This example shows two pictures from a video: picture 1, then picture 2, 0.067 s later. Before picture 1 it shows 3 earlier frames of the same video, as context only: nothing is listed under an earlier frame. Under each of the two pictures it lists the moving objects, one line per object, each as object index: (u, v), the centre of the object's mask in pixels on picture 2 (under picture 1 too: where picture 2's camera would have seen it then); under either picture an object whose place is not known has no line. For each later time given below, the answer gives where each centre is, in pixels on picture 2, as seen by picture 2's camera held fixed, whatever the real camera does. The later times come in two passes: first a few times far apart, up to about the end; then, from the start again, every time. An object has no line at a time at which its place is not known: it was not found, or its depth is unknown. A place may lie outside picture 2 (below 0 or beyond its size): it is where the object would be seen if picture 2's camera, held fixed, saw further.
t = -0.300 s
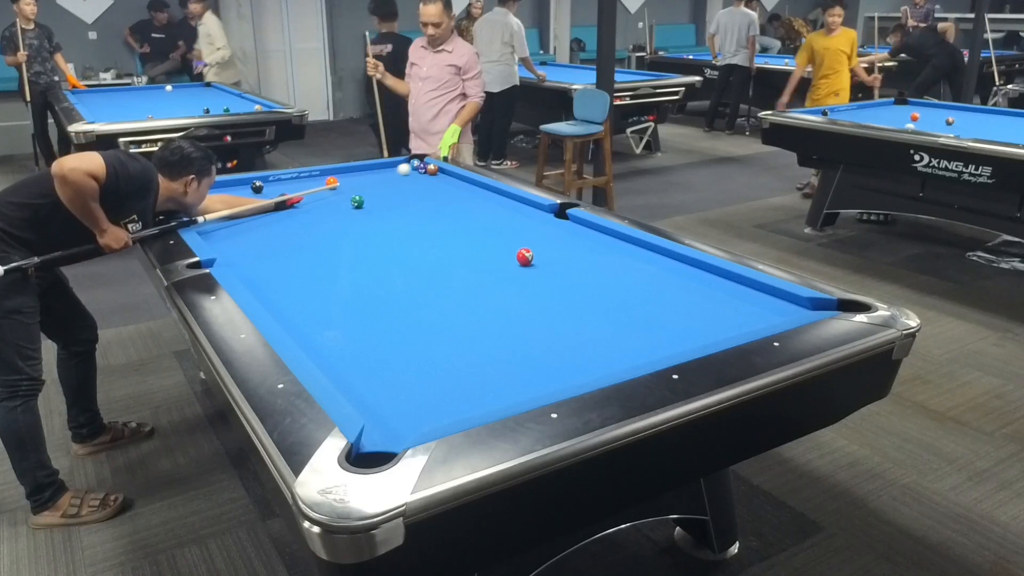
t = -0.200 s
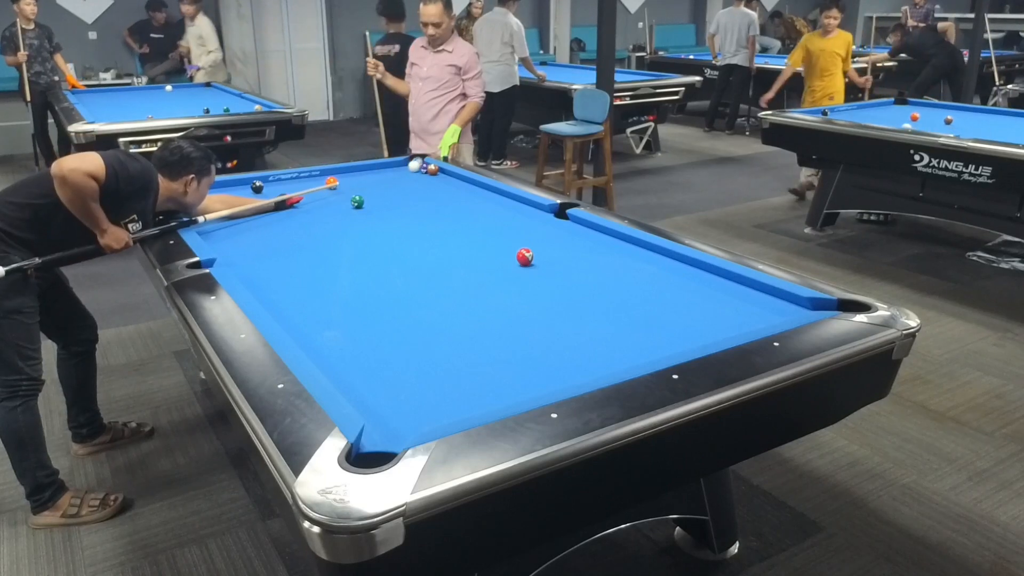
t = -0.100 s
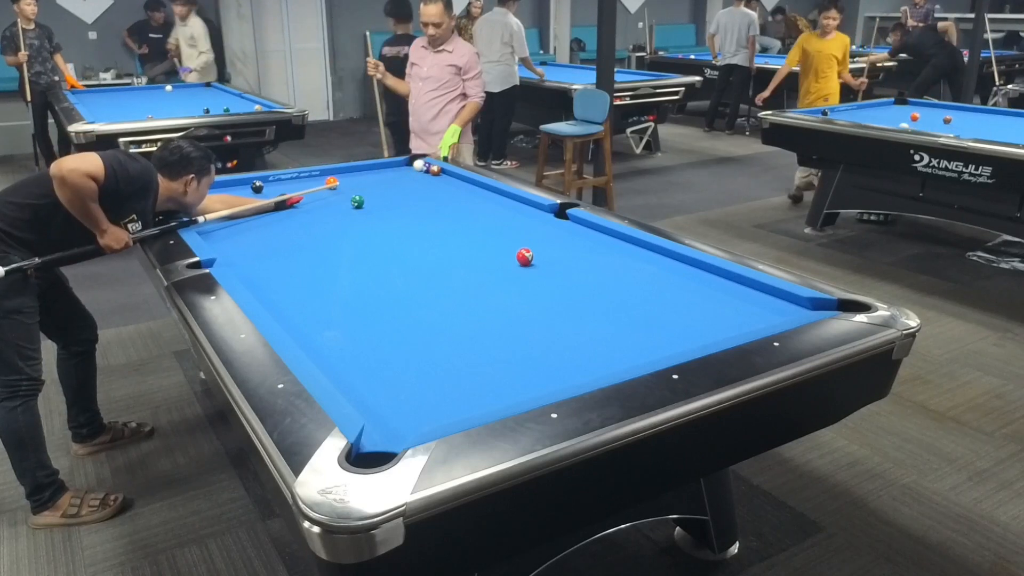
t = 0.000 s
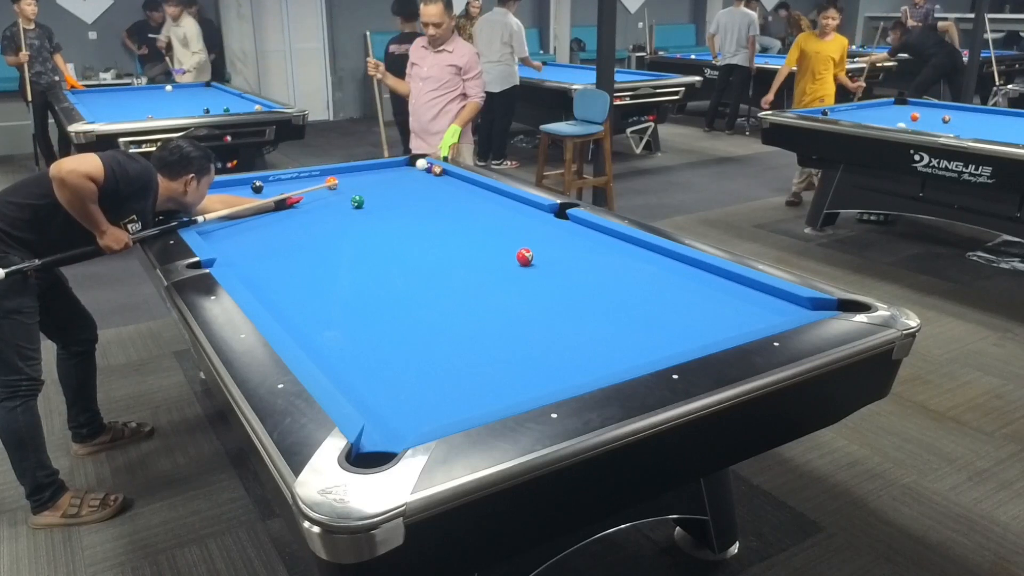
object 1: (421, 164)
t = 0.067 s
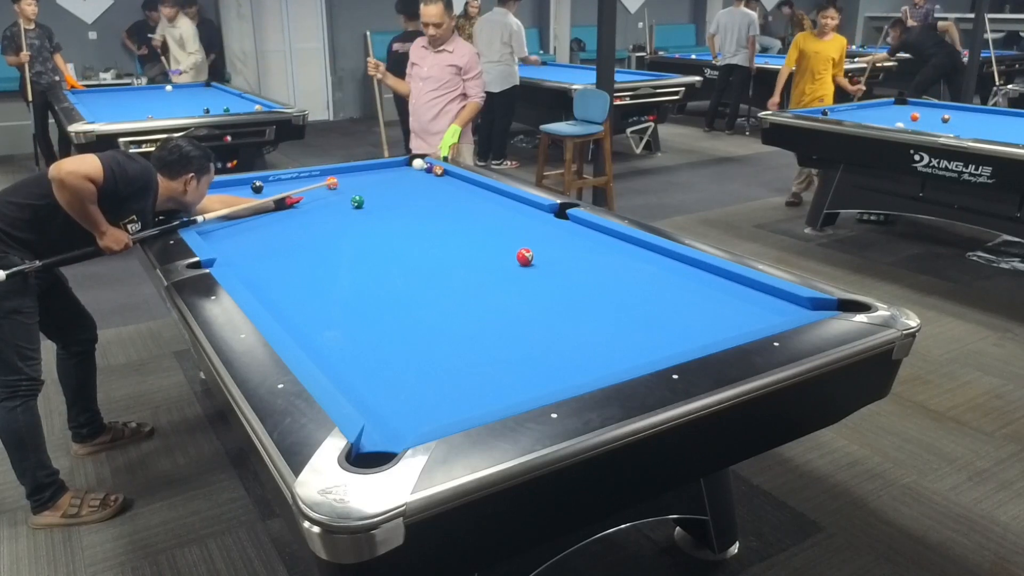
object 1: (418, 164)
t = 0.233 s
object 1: (410, 163)
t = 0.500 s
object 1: (399, 163)
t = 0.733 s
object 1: (395, 164)
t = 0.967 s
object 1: (393, 166)
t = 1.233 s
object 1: (390, 167)
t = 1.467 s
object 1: (388, 168)
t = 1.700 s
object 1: (386, 169)
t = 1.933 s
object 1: (384, 170)
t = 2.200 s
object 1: (384, 170)
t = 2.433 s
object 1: (383, 170)
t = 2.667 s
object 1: (384, 170)
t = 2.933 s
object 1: (384, 170)
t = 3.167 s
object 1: (384, 170)
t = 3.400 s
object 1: (384, 170)
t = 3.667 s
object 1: (384, 170)
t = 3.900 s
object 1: (384, 170)
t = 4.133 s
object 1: (384, 170)
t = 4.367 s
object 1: (384, 170)
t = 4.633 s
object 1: (384, 170)
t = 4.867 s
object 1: (384, 170)
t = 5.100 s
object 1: (384, 170)
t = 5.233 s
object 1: (383, 170)
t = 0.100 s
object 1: (416, 164)
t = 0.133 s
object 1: (414, 164)
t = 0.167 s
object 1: (413, 164)
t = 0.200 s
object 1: (411, 163)
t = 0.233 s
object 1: (410, 163)
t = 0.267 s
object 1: (408, 163)
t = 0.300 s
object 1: (406, 163)
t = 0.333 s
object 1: (405, 163)
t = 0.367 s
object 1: (403, 163)
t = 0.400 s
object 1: (402, 163)
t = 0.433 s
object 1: (400, 163)
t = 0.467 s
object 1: (399, 163)
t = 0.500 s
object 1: (399, 163)
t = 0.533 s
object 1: (398, 163)
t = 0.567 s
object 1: (398, 164)
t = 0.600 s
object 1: (397, 164)
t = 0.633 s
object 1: (397, 164)
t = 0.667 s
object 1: (396, 164)
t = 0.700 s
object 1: (396, 164)
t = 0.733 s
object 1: (395, 164)
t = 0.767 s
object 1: (395, 165)
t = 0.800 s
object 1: (395, 165)
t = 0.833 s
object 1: (394, 165)
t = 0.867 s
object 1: (394, 165)
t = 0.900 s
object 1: (393, 166)
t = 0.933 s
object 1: (393, 166)
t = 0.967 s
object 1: (393, 166)
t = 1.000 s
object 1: (392, 166)
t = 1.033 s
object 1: (392, 166)
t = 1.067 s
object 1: (392, 166)
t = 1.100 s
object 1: (391, 167)
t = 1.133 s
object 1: (391, 167)
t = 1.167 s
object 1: (390, 167)
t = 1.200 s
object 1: (390, 167)
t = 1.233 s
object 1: (390, 167)
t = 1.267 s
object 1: (389, 168)
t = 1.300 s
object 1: (389, 168)
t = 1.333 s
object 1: (389, 168)
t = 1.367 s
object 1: (388, 168)
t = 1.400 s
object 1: (388, 168)
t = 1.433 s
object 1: (388, 168)
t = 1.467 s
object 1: (388, 168)
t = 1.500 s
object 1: (387, 169)
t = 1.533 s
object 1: (387, 169)
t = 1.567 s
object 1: (387, 169)
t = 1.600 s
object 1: (386, 169)
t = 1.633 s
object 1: (386, 169)
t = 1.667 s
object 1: (386, 169)
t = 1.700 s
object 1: (386, 169)
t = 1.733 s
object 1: (385, 169)
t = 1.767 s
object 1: (385, 169)
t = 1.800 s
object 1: (385, 169)
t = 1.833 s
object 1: (385, 169)
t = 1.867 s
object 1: (385, 170)
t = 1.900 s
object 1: (384, 170)
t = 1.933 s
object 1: (384, 170)
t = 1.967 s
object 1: (384, 169)
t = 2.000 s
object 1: (384, 170)
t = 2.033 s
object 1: (384, 170)
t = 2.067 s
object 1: (384, 170)
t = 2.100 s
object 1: (384, 170)
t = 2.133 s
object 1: (384, 170)
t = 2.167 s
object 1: (384, 170)
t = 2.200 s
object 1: (384, 170)
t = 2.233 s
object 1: (384, 170)
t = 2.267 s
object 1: (384, 170)
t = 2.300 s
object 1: (383, 170)
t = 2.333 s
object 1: (383, 170)
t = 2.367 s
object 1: (383, 170)
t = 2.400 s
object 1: (383, 170)
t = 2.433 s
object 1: (383, 170)
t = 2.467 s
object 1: (383, 171)
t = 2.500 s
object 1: (383, 170)
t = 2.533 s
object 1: (383, 170)
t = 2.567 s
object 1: (383, 170)
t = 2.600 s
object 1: (384, 170)
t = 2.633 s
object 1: (384, 170)
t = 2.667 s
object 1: (384, 170)
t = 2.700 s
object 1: (384, 170)
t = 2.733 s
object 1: (384, 170)
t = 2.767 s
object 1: (384, 170)
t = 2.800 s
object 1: (384, 170)
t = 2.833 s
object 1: (384, 170)
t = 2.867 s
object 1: (384, 170)
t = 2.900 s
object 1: (384, 170)
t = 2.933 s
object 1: (384, 170)
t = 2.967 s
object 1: (384, 170)
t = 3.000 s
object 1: (384, 170)
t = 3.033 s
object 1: (384, 170)
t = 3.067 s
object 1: (384, 170)
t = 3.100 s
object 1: (384, 170)
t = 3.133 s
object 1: (384, 170)
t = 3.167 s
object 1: (384, 170)
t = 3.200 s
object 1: (384, 170)
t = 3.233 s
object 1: (384, 170)
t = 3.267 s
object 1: (384, 170)
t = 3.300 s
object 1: (384, 170)
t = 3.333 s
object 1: (384, 170)
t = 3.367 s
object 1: (384, 170)
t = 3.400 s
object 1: (384, 170)
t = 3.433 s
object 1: (384, 170)
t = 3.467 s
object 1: (384, 170)
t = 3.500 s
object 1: (384, 170)
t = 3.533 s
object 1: (384, 170)
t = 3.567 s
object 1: (384, 170)
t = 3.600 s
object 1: (384, 170)
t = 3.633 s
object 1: (384, 170)
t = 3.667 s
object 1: (384, 170)
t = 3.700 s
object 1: (384, 170)
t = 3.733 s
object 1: (384, 170)
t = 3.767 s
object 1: (384, 170)
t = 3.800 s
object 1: (384, 170)
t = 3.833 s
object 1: (384, 170)
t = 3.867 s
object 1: (384, 170)
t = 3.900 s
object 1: (384, 170)
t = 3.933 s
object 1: (384, 170)
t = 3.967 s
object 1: (384, 170)
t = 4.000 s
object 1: (384, 170)
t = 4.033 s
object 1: (384, 170)
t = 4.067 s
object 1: (384, 170)
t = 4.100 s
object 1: (384, 170)
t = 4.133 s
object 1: (384, 170)
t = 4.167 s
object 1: (384, 170)
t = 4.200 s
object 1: (384, 170)
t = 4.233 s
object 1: (384, 170)
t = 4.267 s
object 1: (384, 170)
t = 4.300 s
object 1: (384, 170)
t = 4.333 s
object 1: (384, 170)
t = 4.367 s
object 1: (384, 170)
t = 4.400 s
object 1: (384, 170)
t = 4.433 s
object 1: (384, 170)
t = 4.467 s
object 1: (384, 170)
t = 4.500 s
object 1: (384, 170)
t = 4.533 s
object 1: (384, 170)
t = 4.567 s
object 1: (384, 170)
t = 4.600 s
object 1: (384, 170)
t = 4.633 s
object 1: (384, 170)
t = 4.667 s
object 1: (384, 170)
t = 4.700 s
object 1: (384, 170)
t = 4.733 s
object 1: (384, 170)
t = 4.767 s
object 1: (384, 170)
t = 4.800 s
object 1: (384, 170)
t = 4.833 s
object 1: (384, 170)
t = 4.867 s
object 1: (384, 170)
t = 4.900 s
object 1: (384, 170)
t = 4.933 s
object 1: (384, 170)
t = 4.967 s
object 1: (384, 170)
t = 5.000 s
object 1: (384, 170)
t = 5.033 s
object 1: (384, 170)
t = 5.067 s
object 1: (384, 170)
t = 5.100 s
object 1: (384, 170)
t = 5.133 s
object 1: (384, 170)
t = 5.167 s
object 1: (384, 170)
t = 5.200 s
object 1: (384, 170)
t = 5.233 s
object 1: (383, 170)
